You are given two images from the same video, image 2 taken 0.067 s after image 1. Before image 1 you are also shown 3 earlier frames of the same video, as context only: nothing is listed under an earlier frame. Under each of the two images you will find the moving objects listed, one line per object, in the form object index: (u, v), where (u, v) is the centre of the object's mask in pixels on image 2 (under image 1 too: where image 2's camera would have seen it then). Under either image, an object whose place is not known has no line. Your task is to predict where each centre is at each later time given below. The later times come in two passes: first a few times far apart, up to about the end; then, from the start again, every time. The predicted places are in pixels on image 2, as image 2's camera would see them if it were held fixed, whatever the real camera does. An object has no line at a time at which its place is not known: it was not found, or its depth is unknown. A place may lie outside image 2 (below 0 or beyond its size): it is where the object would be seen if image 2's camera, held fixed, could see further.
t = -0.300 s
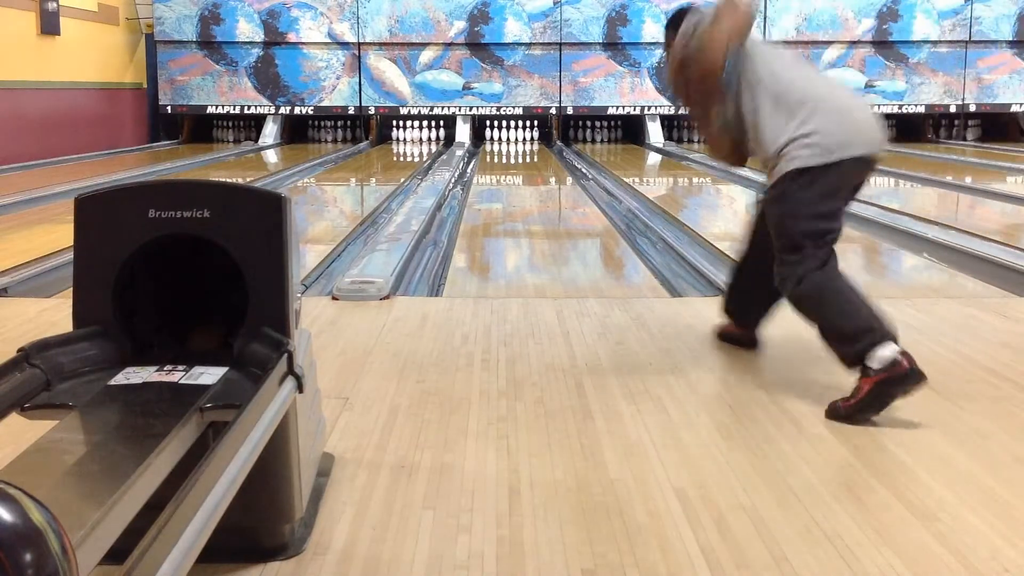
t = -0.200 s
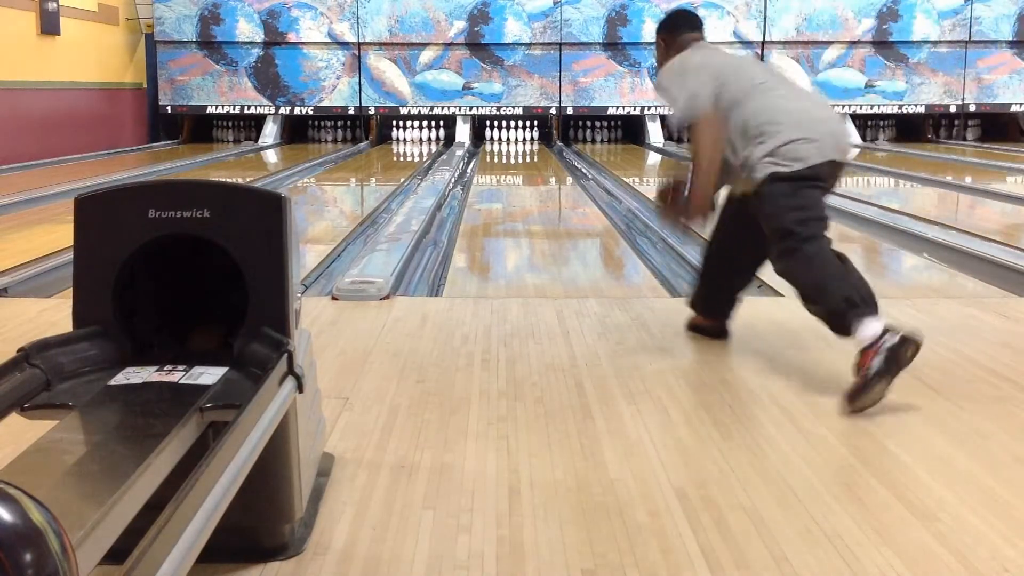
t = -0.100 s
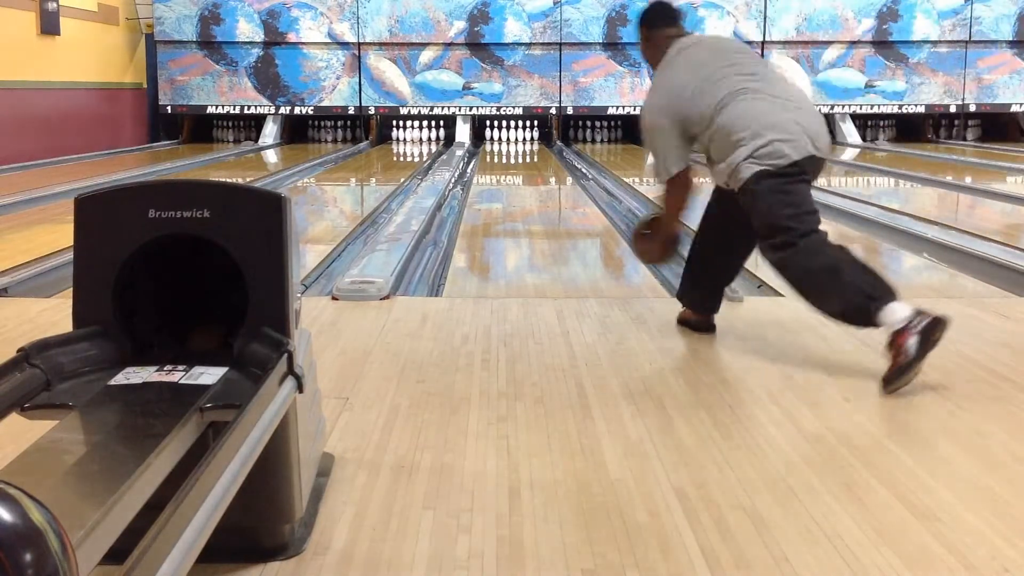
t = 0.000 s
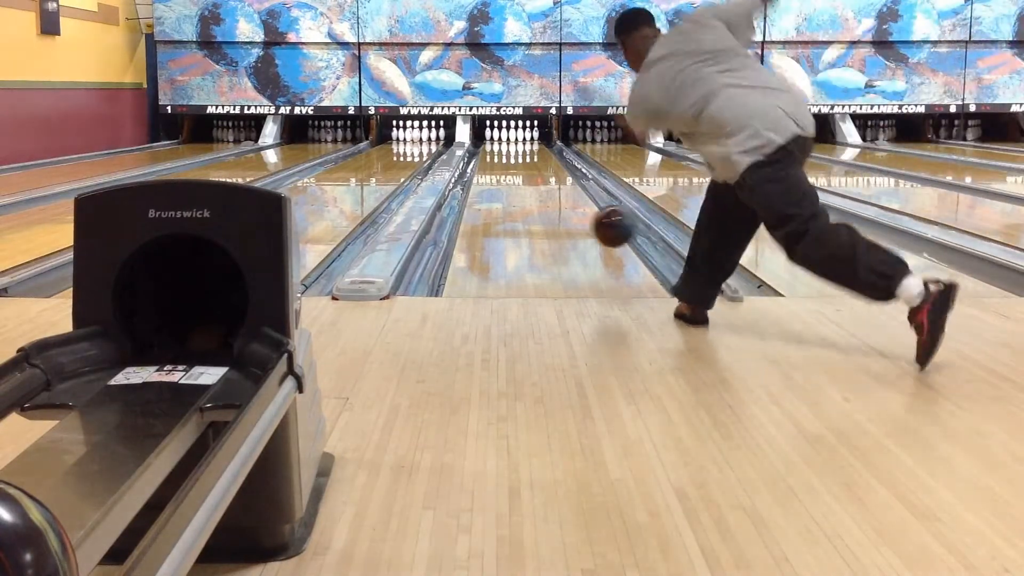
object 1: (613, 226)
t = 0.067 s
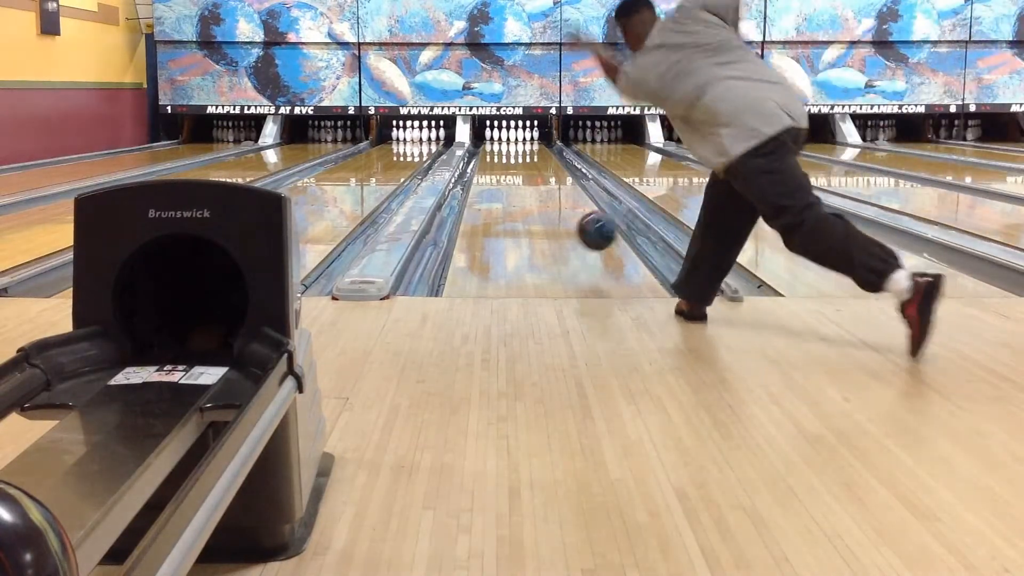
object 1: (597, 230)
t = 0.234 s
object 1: (563, 226)
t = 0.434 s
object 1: (537, 203)
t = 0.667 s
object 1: (515, 186)
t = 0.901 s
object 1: (501, 173)
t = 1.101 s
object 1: (492, 164)
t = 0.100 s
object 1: (589, 235)
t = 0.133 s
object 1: (581, 239)
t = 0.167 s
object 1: (575, 233)
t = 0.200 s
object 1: (569, 229)
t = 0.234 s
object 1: (563, 226)
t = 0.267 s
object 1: (558, 221)
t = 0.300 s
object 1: (553, 217)
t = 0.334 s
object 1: (549, 213)
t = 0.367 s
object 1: (544, 209)
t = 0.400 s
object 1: (540, 206)
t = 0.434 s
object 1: (537, 203)
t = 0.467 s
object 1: (533, 200)
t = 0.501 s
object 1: (530, 198)
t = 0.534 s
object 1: (527, 195)
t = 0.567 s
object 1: (523, 192)
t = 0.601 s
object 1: (520, 190)
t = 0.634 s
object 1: (518, 188)
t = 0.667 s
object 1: (515, 186)
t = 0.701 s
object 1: (513, 183)
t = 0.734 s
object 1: (511, 182)
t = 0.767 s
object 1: (509, 180)
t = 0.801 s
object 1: (506, 179)
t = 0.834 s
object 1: (504, 176)
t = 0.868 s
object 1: (502, 175)
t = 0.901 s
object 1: (501, 173)
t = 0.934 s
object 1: (499, 172)
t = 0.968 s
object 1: (497, 170)
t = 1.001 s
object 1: (496, 169)
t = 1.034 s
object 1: (494, 167)
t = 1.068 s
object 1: (493, 166)
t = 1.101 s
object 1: (492, 164)
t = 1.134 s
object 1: (491, 163)
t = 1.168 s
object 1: (490, 162)
